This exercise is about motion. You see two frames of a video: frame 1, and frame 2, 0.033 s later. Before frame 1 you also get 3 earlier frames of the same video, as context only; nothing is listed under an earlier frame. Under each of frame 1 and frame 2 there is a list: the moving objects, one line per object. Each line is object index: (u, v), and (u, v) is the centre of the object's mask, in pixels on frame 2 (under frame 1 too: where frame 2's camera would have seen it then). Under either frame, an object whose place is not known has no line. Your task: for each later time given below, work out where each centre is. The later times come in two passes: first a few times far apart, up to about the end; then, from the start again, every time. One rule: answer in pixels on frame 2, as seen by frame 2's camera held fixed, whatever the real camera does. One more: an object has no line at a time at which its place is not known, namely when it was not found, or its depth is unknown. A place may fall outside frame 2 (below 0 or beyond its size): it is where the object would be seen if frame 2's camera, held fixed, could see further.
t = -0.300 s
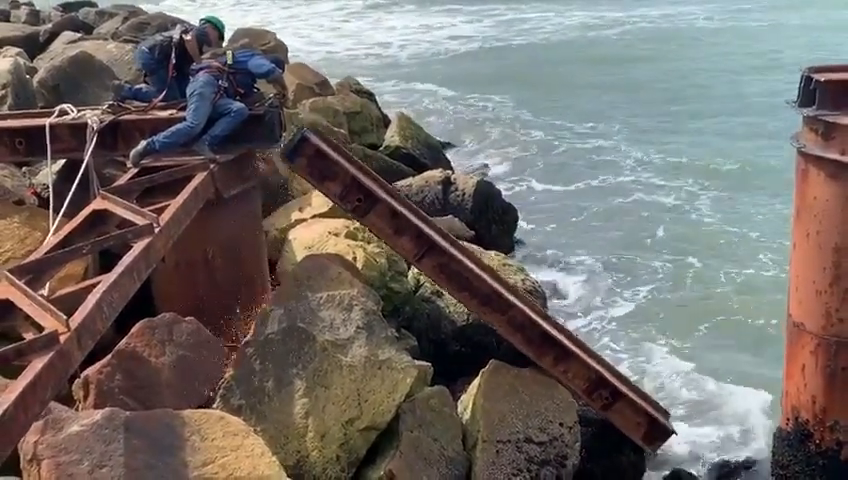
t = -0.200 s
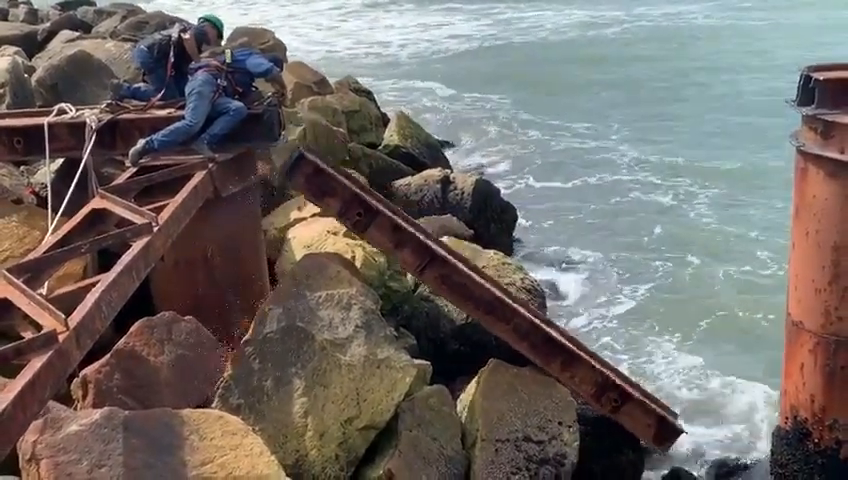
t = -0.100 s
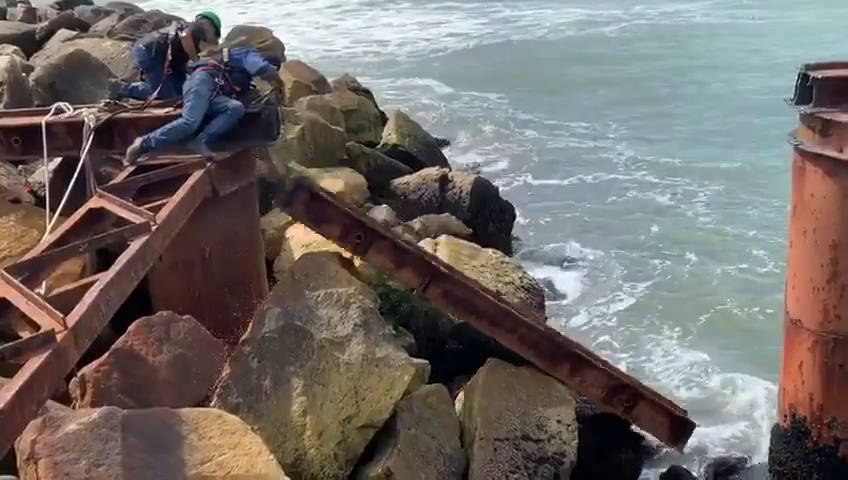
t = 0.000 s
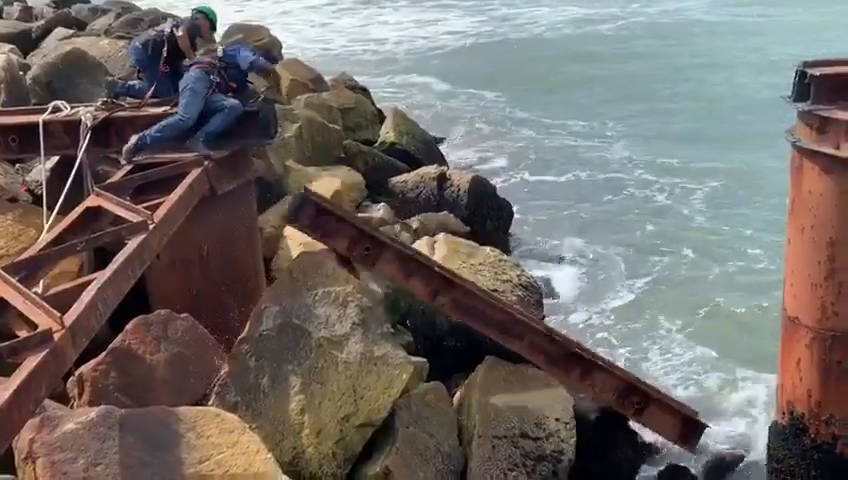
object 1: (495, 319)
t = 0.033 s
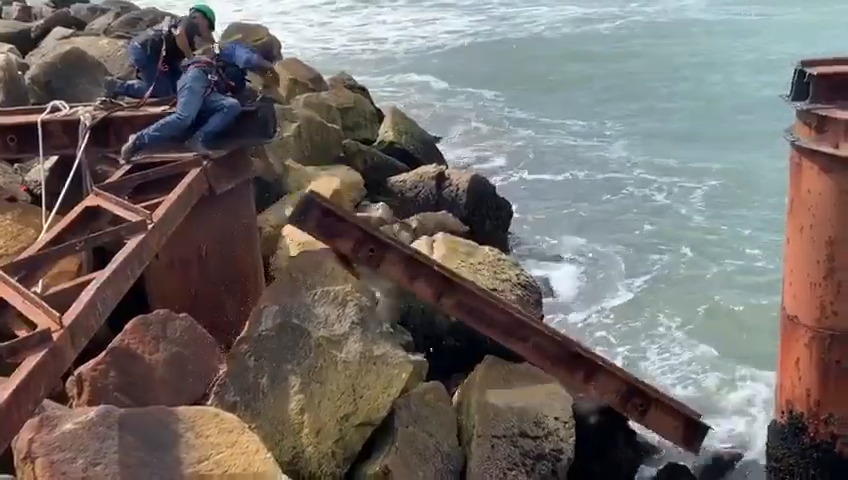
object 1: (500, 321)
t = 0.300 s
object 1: (539, 341)
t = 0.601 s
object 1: (557, 360)
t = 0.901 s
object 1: (572, 370)
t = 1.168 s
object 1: (568, 367)
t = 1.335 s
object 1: (568, 366)
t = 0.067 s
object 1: (504, 324)
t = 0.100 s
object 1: (508, 327)
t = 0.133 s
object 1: (514, 331)
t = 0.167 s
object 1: (521, 336)
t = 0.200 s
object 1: (526, 339)
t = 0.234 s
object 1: (531, 341)
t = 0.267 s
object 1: (536, 341)
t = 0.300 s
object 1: (539, 341)
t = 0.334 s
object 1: (543, 342)
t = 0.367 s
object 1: (553, 347)
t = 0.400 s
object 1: (560, 352)
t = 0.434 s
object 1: (565, 356)
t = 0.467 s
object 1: (557, 353)
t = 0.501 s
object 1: (561, 357)
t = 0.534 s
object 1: (551, 355)
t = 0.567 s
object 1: (556, 359)
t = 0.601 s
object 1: (557, 360)
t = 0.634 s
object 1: (577, 369)
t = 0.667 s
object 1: (579, 372)
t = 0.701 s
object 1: (580, 373)
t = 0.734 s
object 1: (579, 373)
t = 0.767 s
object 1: (584, 375)
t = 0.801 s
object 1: (572, 373)
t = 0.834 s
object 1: (577, 374)
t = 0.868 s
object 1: (575, 373)
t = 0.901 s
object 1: (572, 370)
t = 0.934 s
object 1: (572, 369)
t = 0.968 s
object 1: (572, 368)
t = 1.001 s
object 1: (569, 368)
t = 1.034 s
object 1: (569, 368)
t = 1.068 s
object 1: (571, 367)
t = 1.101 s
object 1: (566, 367)
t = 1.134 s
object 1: (568, 367)
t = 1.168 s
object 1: (568, 367)
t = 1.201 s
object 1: (564, 366)
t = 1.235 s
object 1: (564, 366)
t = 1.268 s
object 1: (566, 366)
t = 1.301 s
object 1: (567, 366)
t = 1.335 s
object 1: (568, 366)
